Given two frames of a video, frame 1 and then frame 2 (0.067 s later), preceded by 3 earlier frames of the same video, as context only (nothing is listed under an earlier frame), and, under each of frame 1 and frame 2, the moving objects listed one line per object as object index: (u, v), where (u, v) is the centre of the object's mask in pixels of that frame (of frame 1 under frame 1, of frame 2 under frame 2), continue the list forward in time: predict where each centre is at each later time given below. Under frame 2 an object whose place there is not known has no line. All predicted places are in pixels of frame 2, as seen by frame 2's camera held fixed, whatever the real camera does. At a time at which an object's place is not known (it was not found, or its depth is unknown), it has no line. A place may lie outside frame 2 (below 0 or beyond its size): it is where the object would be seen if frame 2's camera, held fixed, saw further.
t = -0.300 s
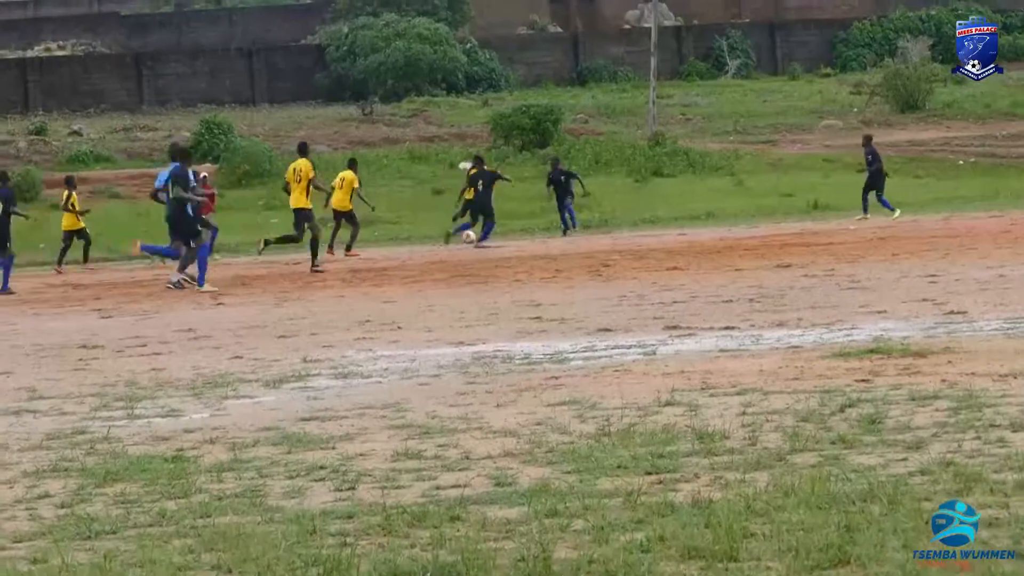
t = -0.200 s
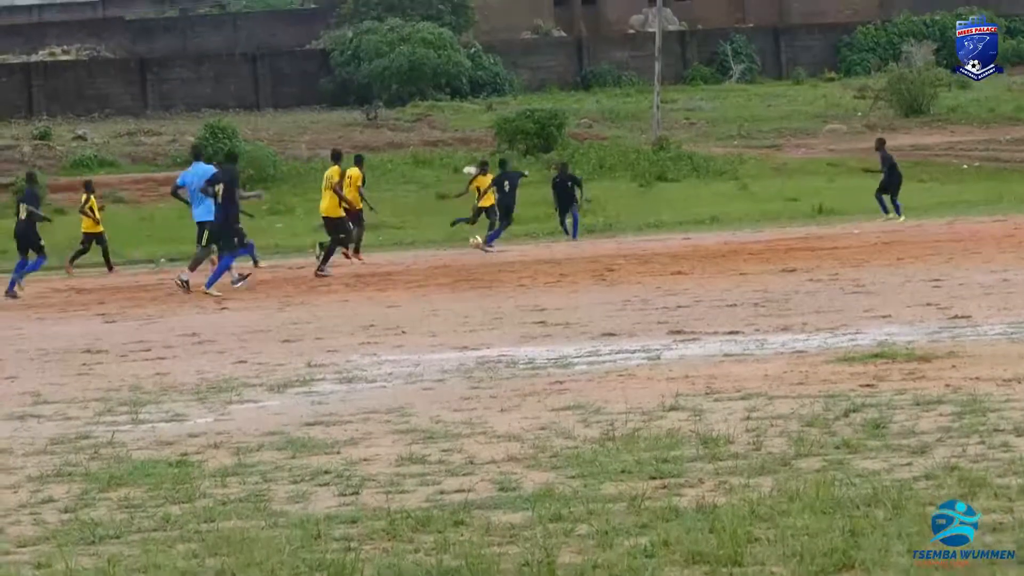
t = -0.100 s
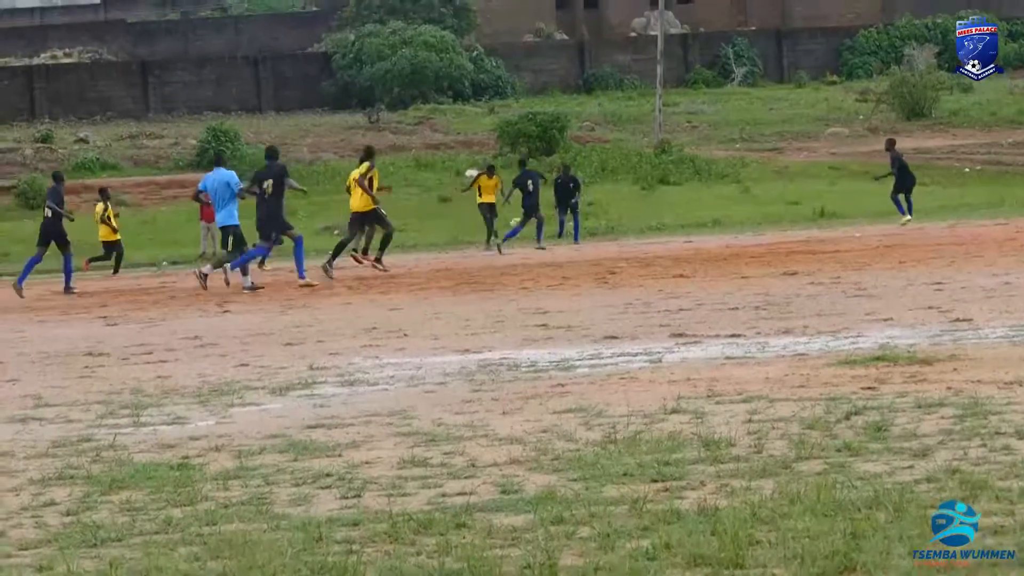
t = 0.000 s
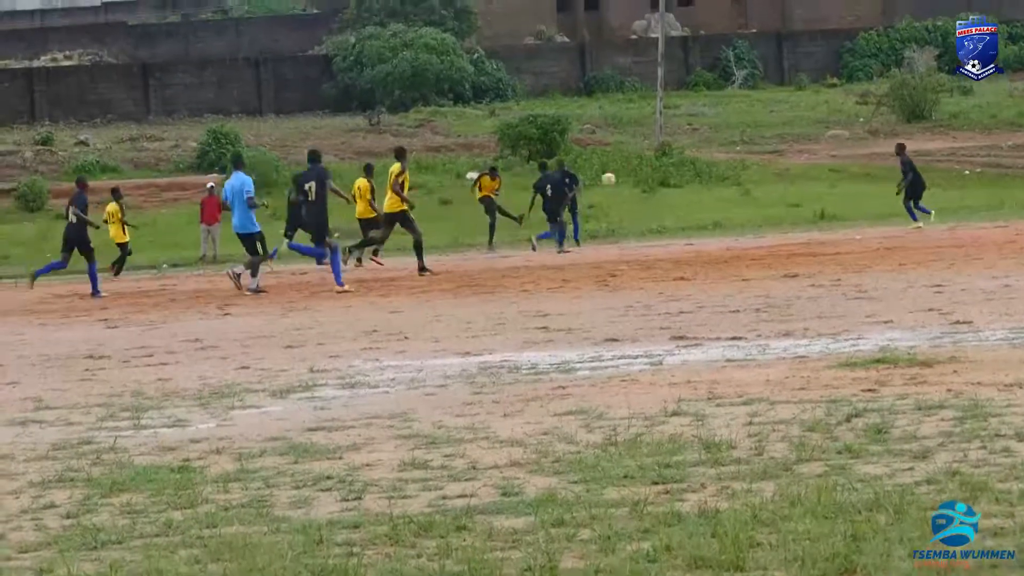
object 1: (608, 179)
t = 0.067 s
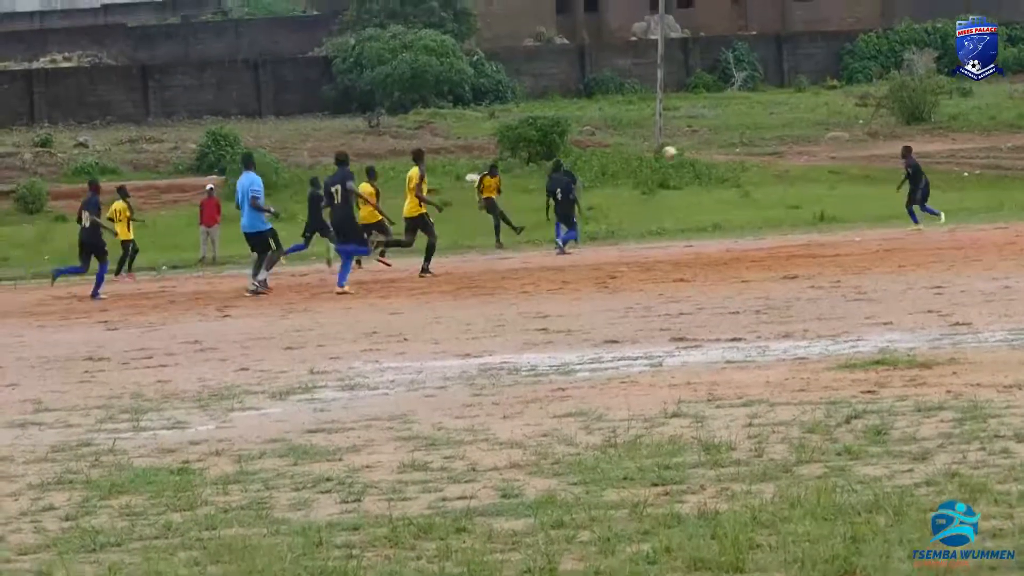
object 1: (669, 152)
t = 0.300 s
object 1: (895, 59)
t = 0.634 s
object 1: (1263, -40)
